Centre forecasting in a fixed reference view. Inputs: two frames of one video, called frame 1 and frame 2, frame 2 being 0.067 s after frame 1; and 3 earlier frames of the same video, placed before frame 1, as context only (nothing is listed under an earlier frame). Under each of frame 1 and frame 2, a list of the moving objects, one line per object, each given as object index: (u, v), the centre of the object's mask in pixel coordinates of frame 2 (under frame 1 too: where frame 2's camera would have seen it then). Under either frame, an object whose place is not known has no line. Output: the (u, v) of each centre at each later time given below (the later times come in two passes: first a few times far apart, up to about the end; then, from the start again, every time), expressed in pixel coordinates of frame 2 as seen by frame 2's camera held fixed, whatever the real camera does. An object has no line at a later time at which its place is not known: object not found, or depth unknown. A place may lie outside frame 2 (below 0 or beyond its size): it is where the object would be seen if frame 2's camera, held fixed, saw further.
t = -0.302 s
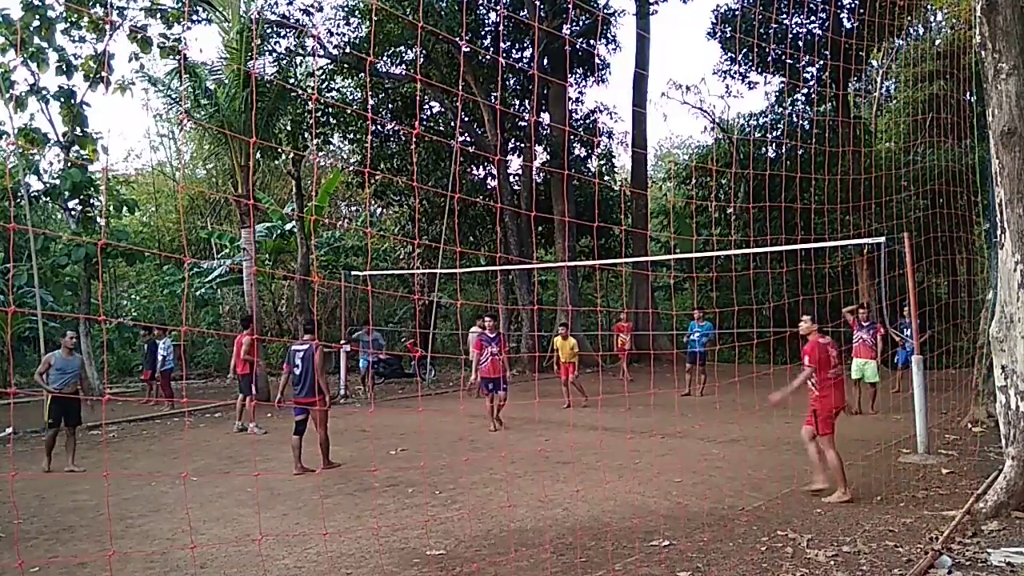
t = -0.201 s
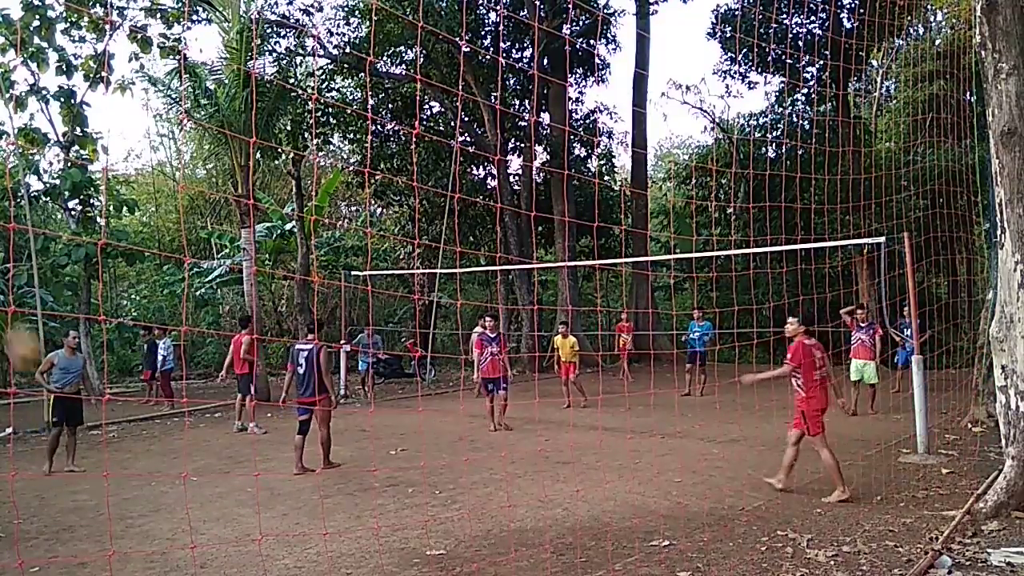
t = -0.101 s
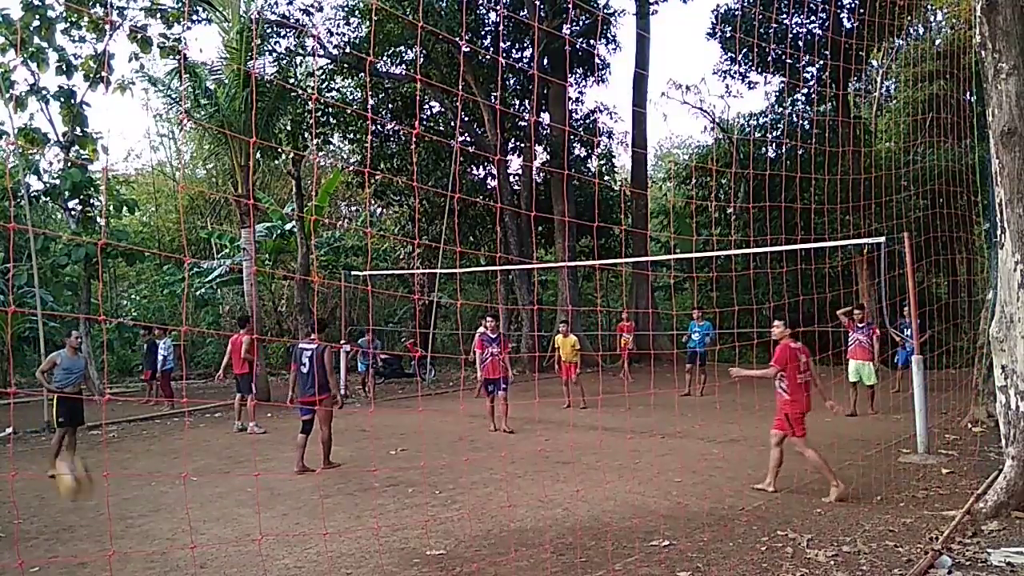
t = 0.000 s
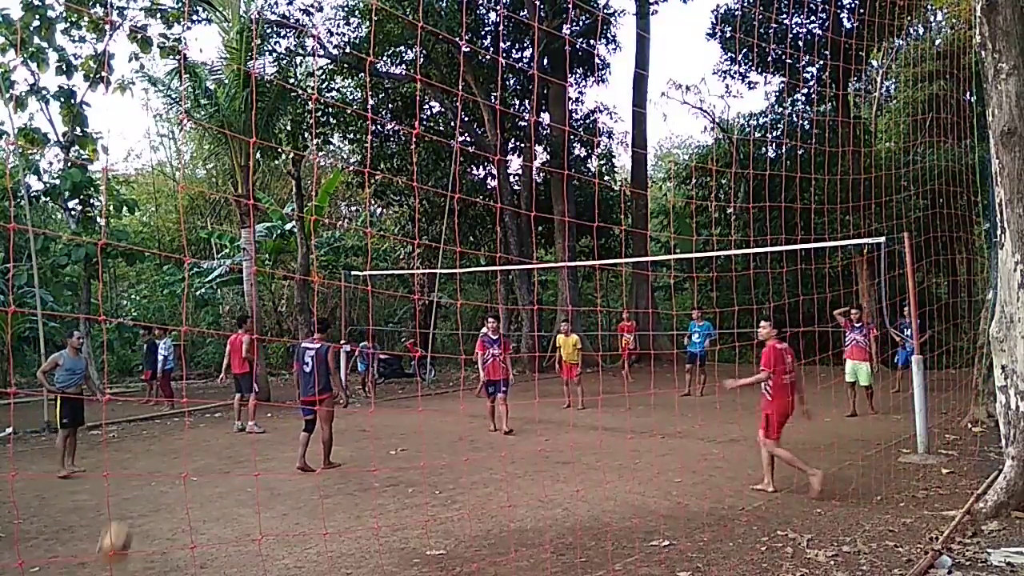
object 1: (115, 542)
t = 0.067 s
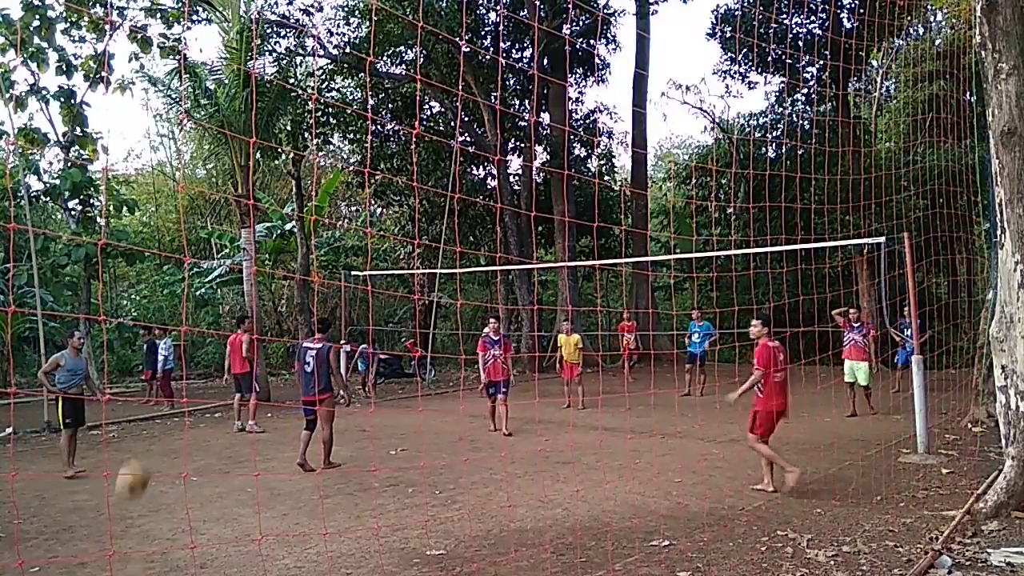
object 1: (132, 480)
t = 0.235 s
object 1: (179, 354)
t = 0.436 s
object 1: (225, 268)
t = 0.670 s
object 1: (276, 238)
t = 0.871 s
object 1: (315, 264)
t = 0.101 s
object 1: (141, 448)
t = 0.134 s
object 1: (150, 422)
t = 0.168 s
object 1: (158, 396)
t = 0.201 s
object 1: (169, 376)
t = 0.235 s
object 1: (179, 354)
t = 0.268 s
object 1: (186, 336)
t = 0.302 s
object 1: (192, 317)
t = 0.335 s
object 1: (202, 302)
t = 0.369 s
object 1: (209, 290)
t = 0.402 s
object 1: (217, 279)
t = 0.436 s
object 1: (225, 268)
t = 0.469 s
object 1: (232, 259)
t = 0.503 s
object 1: (240, 252)
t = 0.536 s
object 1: (246, 247)
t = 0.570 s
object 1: (254, 243)
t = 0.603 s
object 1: (262, 241)
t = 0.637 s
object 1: (268, 240)
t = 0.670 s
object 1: (276, 238)
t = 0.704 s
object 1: (283, 241)
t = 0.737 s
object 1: (290, 243)
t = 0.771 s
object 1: (295, 245)
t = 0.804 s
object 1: (302, 250)
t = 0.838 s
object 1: (309, 257)
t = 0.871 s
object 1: (315, 264)
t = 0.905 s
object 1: (321, 271)
